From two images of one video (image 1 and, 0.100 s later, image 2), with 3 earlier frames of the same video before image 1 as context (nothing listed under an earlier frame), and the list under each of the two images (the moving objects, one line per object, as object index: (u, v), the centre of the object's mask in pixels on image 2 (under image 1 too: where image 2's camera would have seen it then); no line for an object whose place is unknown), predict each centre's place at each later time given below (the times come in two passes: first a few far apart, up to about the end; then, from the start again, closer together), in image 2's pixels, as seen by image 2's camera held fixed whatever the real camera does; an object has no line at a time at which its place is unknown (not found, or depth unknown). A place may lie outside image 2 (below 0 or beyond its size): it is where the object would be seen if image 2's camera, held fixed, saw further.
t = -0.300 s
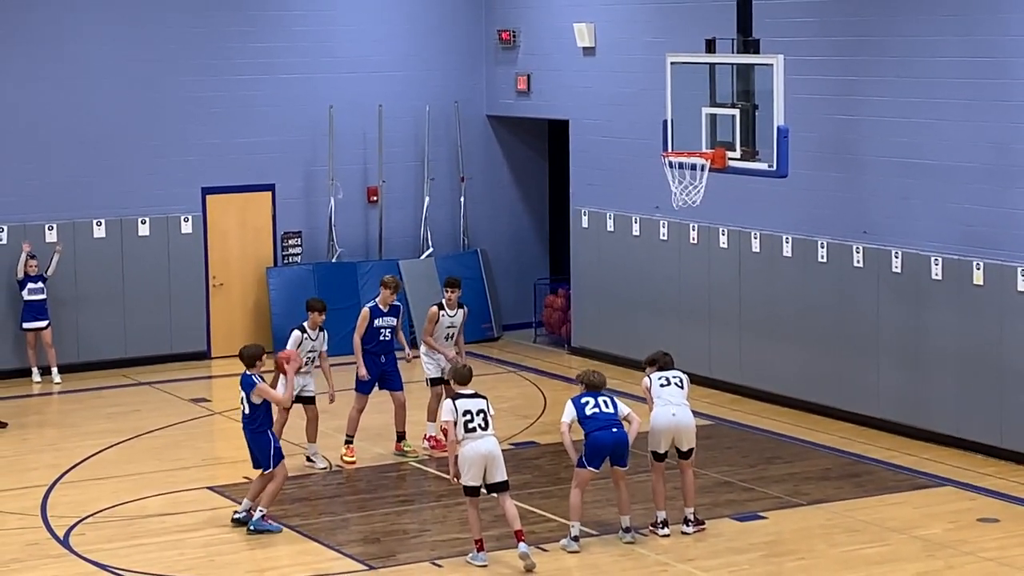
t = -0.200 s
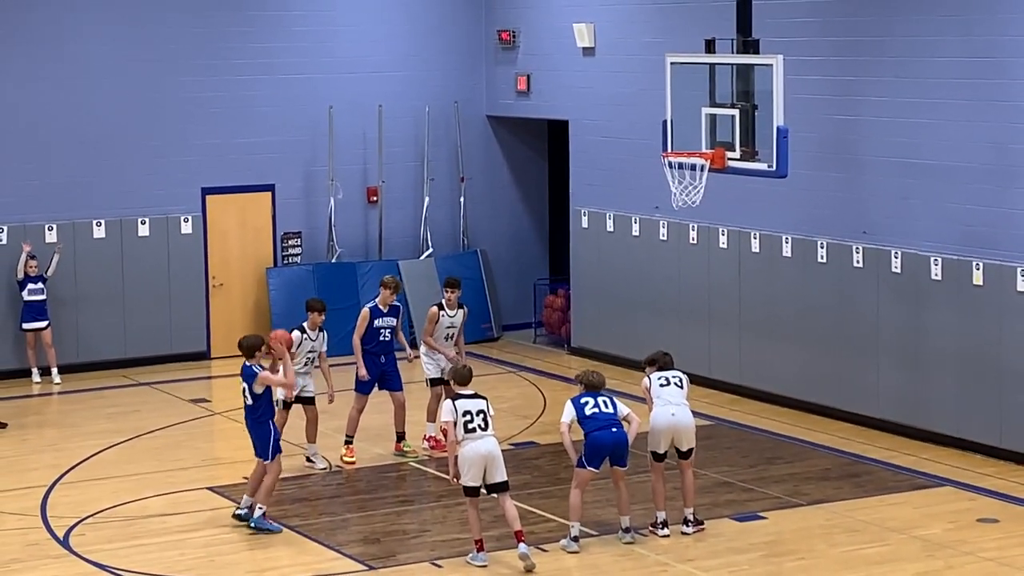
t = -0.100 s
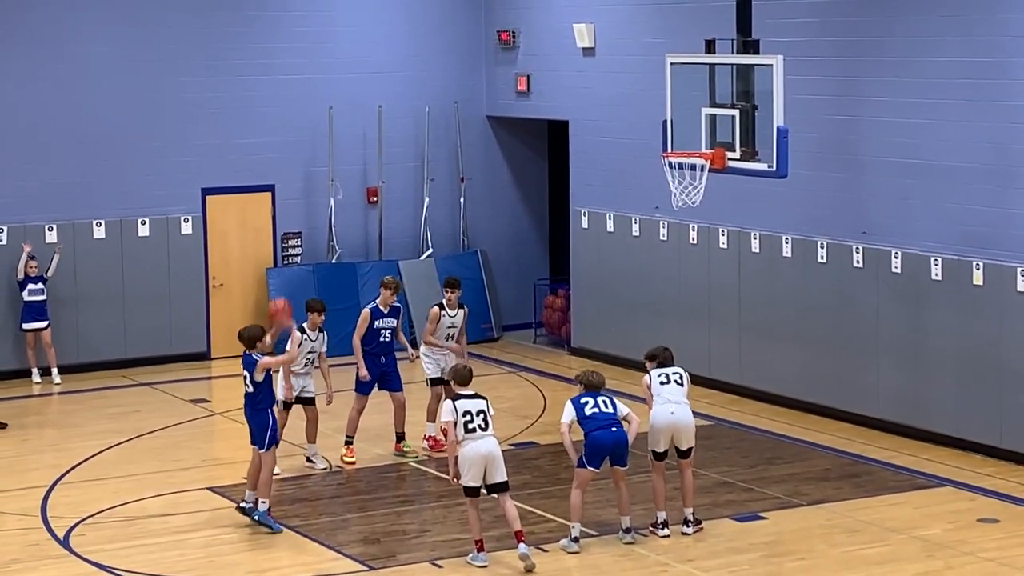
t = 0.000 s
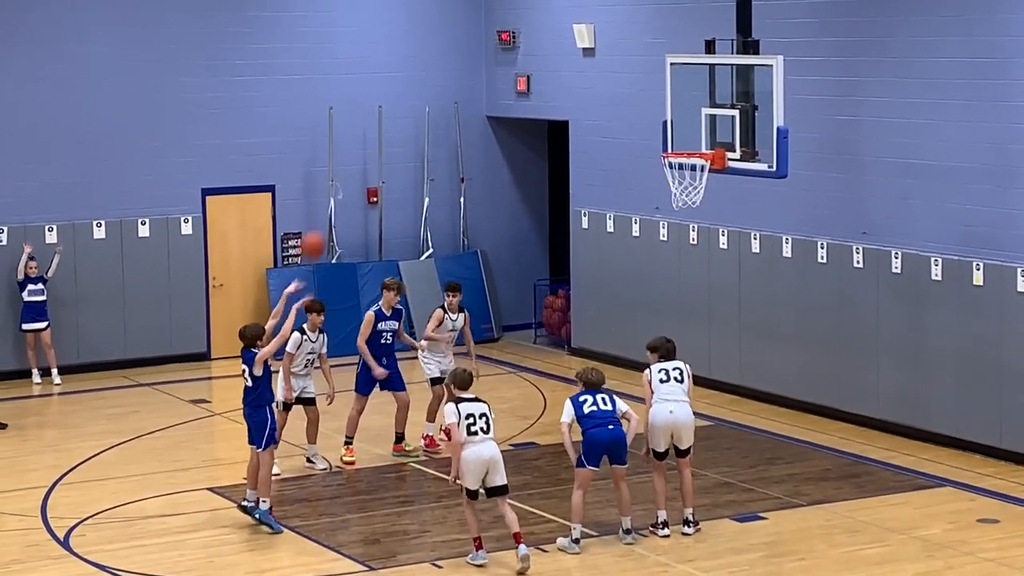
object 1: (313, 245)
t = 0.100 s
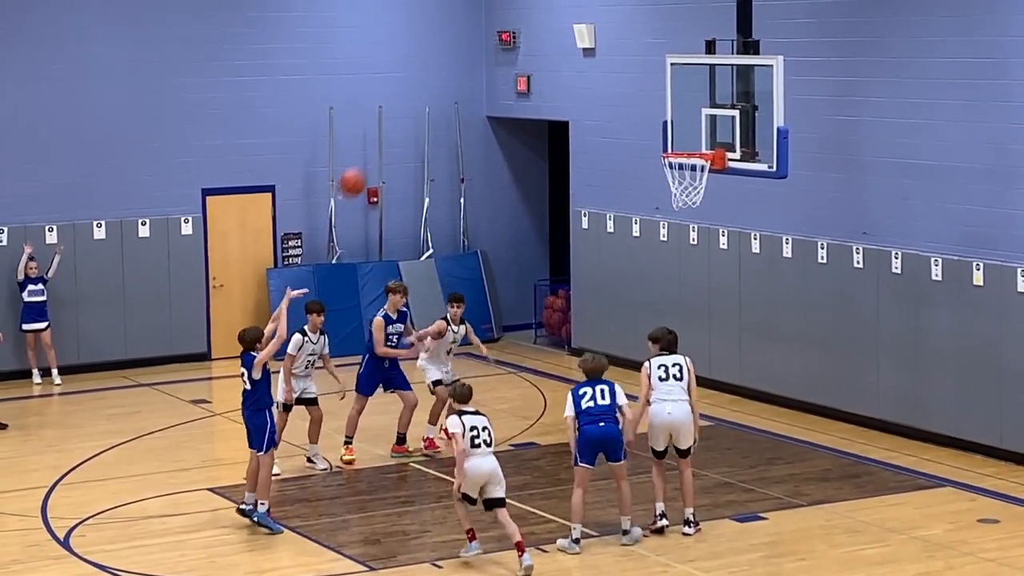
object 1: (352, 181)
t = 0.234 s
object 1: (403, 118)
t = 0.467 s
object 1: (490, 57)
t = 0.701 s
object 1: (572, 57)
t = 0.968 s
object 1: (659, 125)
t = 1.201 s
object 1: (717, 205)
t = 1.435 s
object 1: (755, 292)
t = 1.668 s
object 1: (793, 427)
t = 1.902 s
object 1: (789, 349)
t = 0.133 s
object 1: (365, 164)
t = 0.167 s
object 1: (378, 148)
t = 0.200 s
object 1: (390, 132)
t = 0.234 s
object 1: (403, 118)
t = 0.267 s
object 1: (416, 106)
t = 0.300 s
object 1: (428, 95)
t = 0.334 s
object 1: (441, 85)
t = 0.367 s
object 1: (453, 76)
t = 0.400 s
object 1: (465, 69)
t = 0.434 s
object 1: (478, 62)
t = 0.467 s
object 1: (490, 57)
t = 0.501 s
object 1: (501, 54)
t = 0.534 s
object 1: (513, 51)
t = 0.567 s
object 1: (526, 50)
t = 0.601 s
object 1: (537, 50)
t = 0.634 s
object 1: (549, 51)
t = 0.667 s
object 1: (560, 54)
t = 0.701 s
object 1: (572, 57)
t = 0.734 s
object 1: (583, 62)
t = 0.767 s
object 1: (594, 67)
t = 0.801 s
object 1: (605, 74)
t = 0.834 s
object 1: (616, 83)
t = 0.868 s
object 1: (627, 91)
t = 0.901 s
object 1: (638, 101)
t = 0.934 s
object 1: (649, 113)
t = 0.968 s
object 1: (659, 125)
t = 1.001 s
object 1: (670, 138)
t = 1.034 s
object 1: (681, 147)
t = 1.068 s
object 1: (690, 168)
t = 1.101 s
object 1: (700, 178)
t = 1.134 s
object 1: (706, 190)
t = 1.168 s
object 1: (712, 196)
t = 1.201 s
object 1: (717, 205)
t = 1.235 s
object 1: (722, 214)
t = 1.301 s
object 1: (734, 236)
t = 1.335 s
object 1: (739, 248)
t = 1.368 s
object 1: (744, 262)
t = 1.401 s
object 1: (750, 277)
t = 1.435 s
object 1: (755, 292)
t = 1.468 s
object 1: (760, 308)
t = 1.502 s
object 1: (766, 326)
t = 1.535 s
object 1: (771, 344)
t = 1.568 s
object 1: (777, 363)
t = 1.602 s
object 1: (782, 383)
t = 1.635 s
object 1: (787, 403)
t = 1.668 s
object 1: (793, 427)
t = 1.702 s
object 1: (797, 442)
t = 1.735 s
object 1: (795, 424)
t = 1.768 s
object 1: (794, 407)
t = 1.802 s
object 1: (793, 391)
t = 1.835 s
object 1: (791, 376)
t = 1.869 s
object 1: (790, 362)
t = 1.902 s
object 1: (789, 349)
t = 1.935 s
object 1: (788, 338)
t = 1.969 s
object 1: (787, 327)
